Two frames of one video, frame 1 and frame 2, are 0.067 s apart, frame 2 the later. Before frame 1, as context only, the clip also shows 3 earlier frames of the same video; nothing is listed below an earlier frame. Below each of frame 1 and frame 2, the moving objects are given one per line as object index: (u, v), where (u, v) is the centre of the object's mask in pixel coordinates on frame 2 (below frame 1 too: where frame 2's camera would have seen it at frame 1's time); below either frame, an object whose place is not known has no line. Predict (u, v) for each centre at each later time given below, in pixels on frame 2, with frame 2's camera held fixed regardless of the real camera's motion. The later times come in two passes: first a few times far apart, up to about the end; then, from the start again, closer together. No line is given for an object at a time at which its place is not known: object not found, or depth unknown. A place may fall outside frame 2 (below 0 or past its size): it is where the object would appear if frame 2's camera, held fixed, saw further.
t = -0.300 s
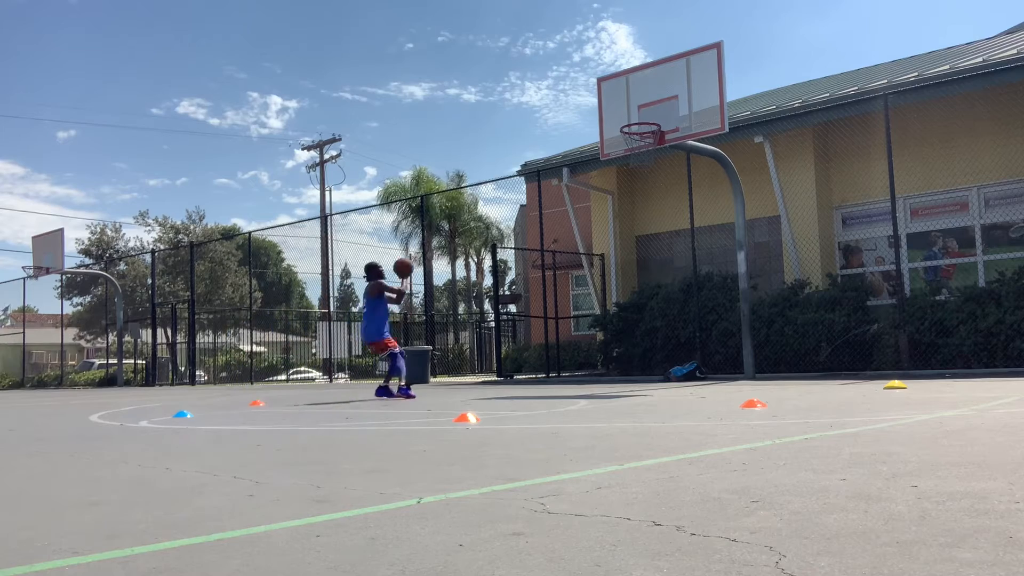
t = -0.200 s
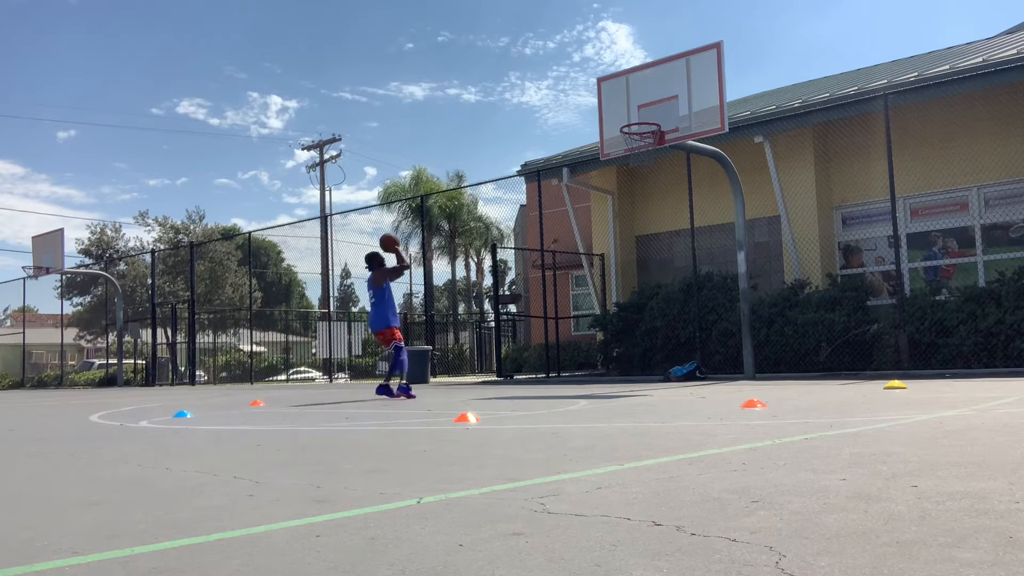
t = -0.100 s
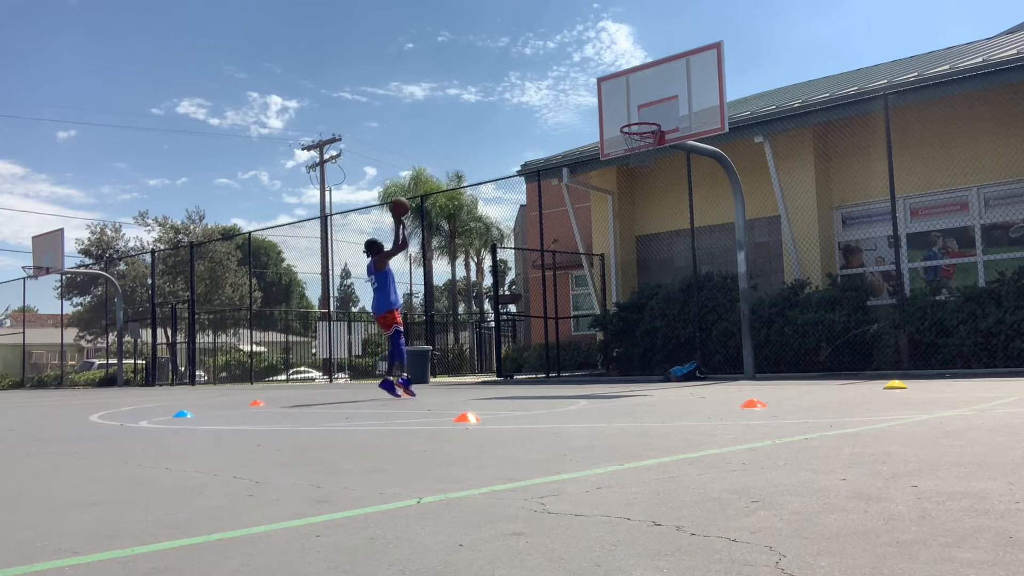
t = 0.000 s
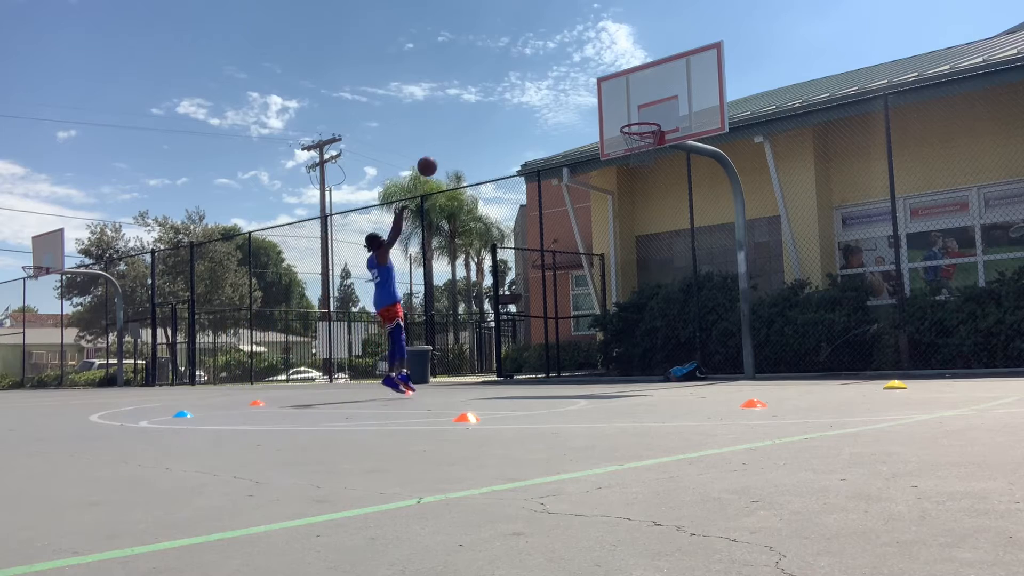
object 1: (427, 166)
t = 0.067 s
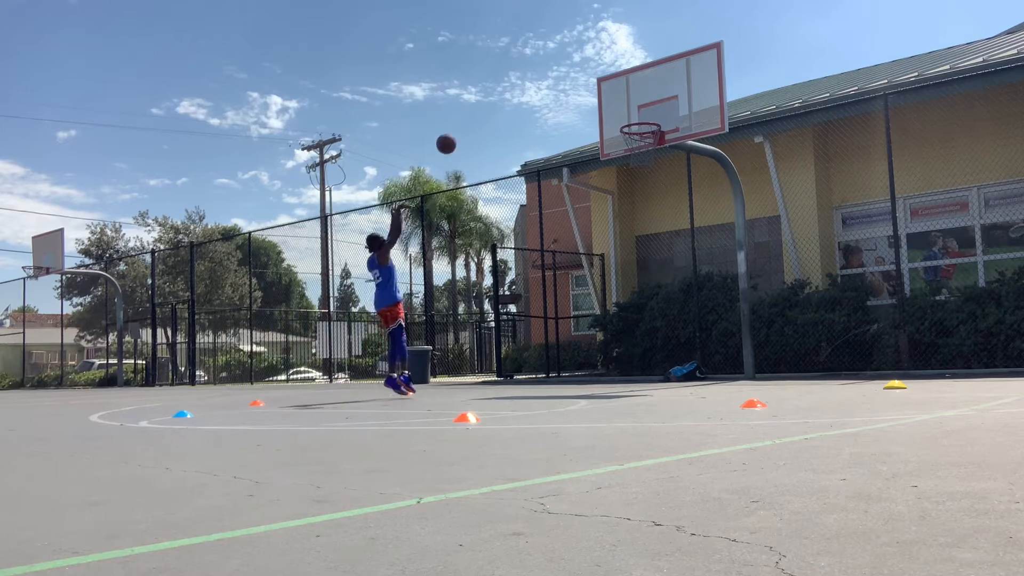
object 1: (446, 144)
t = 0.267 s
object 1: (504, 99)
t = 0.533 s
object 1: (582, 91)
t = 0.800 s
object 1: (645, 136)
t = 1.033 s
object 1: (623, 161)
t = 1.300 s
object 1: (607, 208)
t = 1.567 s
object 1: (597, 310)
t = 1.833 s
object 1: (590, 322)
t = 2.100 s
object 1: (589, 242)
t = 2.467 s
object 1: (592, 226)
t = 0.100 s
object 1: (455, 134)
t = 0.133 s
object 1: (465, 125)
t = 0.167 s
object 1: (475, 117)
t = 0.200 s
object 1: (484, 111)
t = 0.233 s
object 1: (494, 104)
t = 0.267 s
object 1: (504, 99)
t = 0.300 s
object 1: (513, 95)
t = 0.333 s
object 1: (523, 92)
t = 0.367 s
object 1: (533, 89)
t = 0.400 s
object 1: (542, 88)
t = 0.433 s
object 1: (552, 87)
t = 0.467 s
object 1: (562, 87)
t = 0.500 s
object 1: (572, 89)
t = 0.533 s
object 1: (582, 91)
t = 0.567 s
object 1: (591, 93)
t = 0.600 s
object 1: (601, 97)
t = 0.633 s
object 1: (611, 102)
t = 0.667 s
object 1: (621, 107)
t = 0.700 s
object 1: (631, 114)
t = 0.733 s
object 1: (641, 121)
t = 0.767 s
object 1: (649, 129)
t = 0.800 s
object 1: (645, 136)
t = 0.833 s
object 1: (641, 144)
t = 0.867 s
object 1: (637, 153)
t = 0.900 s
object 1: (632, 156)
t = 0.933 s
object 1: (628, 157)
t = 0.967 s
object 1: (626, 158)
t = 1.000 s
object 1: (624, 159)
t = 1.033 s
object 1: (623, 161)
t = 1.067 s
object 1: (620, 164)
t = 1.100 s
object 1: (620, 167)
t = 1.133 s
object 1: (617, 171)
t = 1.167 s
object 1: (614, 178)
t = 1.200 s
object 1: (613, 185)
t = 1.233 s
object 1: (611, 192)
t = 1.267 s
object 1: (609, 200)
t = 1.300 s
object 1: (607, 208)
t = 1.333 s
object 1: (606, 217)
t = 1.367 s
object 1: (605, 228)
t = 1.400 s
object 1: (603, 239)
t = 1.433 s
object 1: (602, 251)
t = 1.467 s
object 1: (601, 265)
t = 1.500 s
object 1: (600, 279)
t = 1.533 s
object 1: (598, 294)
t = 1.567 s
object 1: (597, 310)
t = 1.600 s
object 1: (596, 327)
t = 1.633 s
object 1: (595, 344)
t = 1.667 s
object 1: (593, 362)
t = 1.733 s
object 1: (592, 367)
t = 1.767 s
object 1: (591, 352)
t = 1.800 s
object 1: (591, 336)
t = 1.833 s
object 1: (590, 322)
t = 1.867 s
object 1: (590, 309)
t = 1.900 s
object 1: (590, 297)
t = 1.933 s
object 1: (590, 285)
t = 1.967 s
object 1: (589, 275)
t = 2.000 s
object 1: (589, 265)
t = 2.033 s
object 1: (589, 257)
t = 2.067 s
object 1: (589, 249)
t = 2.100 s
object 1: (589, 242)
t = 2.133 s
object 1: (589, 236)
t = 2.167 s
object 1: (589, 231)
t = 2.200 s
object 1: (589, 227)
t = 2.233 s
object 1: (589, 223)
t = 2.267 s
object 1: (589, 221)
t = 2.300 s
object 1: (590, 219)
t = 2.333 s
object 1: (590, 219)
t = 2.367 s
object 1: (591, 219)
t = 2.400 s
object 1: (591, 220)
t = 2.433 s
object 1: (591, 223)
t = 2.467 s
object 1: (592, 226)
